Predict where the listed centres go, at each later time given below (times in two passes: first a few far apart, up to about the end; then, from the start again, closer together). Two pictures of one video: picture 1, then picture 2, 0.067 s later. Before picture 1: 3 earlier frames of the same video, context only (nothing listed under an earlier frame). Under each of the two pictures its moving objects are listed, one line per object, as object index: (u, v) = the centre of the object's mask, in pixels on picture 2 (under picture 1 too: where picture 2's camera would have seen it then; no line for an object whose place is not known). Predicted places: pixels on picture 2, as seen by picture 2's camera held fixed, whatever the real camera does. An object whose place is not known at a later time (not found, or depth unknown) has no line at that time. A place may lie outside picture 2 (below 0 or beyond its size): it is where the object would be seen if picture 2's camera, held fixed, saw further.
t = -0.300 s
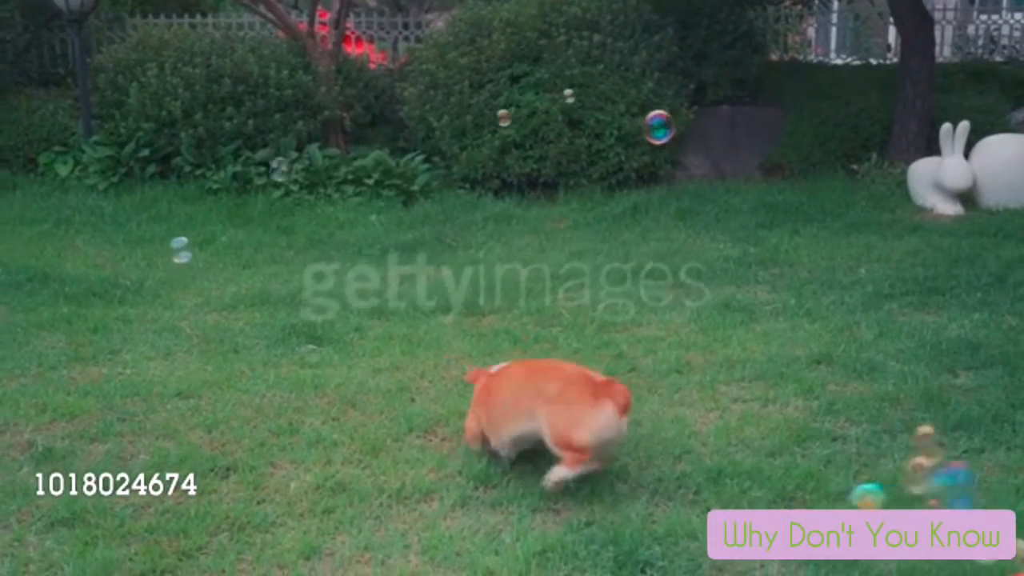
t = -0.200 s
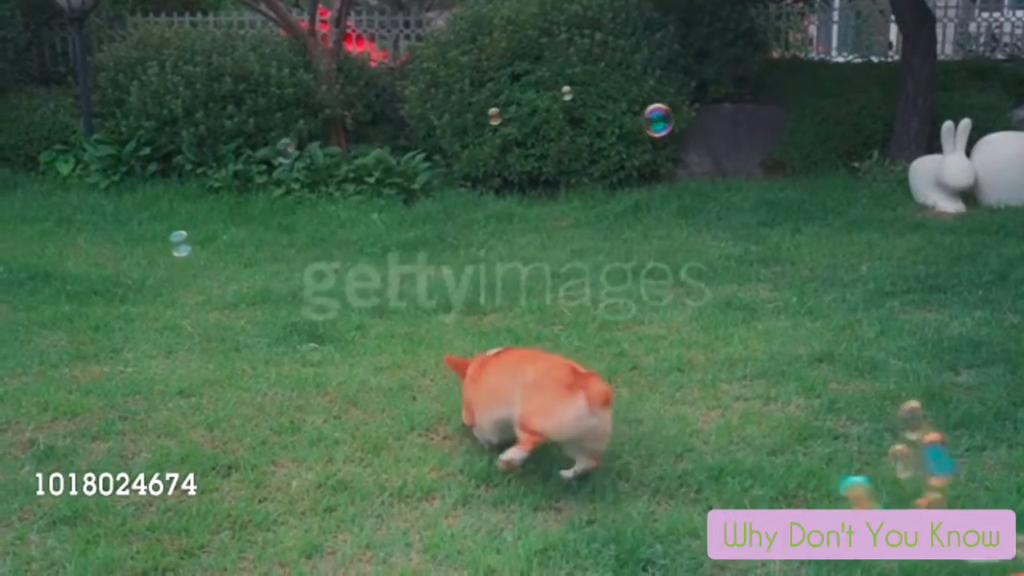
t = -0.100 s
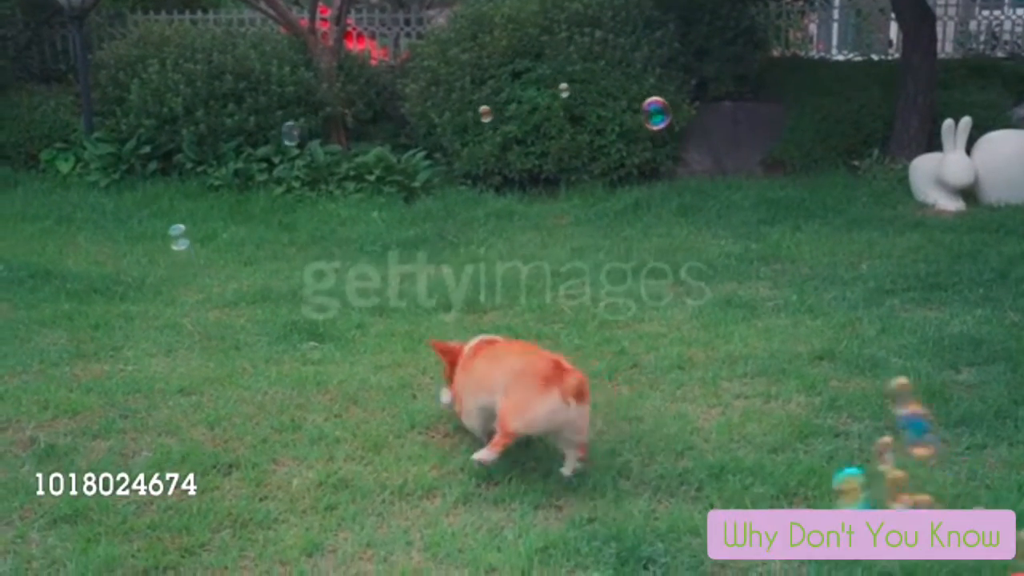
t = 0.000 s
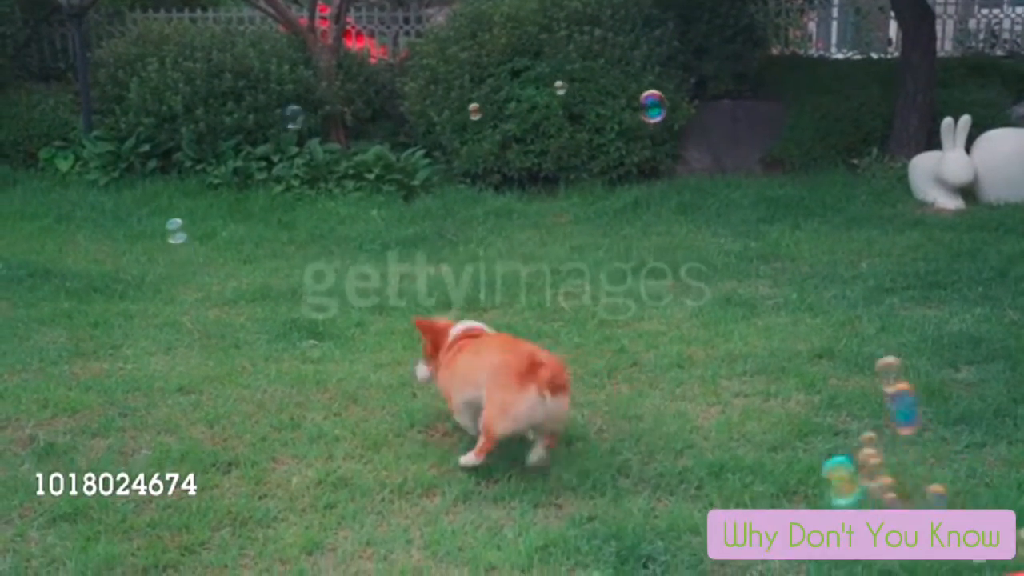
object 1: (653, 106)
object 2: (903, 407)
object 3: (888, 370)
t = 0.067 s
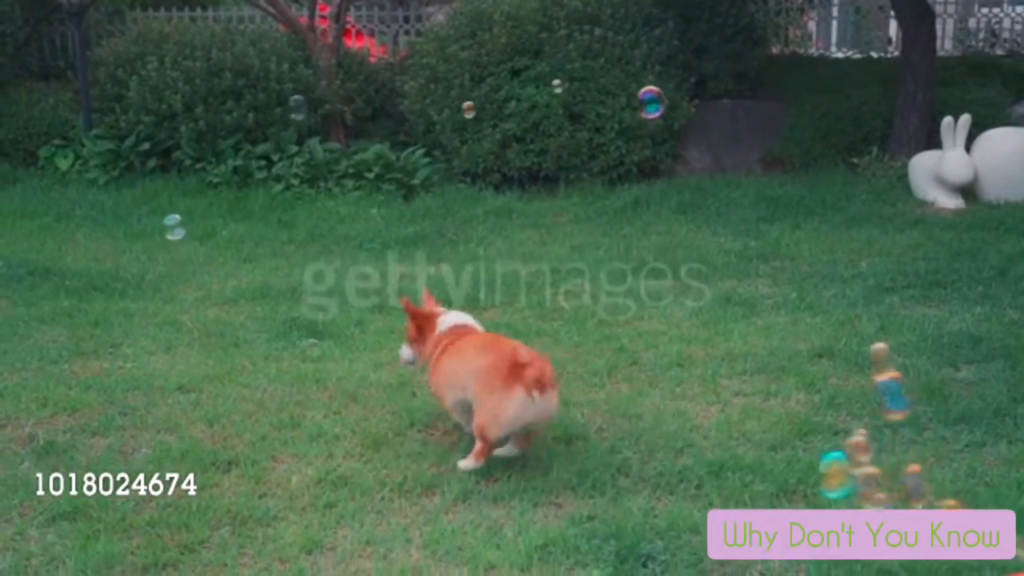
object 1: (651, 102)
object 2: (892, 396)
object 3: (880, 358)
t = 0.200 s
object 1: (648, 95)
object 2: (873, 372)
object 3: (862, 336)
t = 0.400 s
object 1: (643, 84)
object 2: (845, 342)
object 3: (835, 309)
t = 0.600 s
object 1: (637, 73)
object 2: (819, 318)
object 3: (811, 287)
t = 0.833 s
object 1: (631, 59)
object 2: (793, 291)
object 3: (787, 259)
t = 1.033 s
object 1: (626, 47)
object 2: (773, 267)
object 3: (768, 234)
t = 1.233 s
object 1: (619, 35)
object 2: (759, 244)
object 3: (751, 207)
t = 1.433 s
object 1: (611, 25)
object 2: (744, 218)
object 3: (734, 179)
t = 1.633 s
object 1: (604, 21)
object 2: (732, 193)
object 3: (719, 150)
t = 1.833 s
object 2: (722, 168)
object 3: (704, 121)
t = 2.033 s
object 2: (711, 144)
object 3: (691, 94)
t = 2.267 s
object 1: (575, -7)
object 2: (700, 118)
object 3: (677, 63)
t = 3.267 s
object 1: (531, -33)
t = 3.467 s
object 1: (521, -33)
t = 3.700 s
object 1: (508, -33)
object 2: (586, 25)
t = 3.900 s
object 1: (496, -34)
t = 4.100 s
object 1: (484, -33)
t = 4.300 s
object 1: (471, -33)
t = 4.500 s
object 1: (460, -36)
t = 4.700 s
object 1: (448, -31)
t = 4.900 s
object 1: (437, -27)
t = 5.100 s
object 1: (425, -25)
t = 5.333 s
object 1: (411, -24)
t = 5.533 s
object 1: (400, -24)
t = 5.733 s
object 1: (388, -23)
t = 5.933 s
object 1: (377, -25)
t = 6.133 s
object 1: (365, -26)
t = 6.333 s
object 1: (354, -28)
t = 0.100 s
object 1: (650, 100)
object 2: (887, 390)
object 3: (875, 352)
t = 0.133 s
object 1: (649, 98)
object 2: (882, 383)
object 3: (871, 346)
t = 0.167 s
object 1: (648, 97)
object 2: (877, 378)
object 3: (866, 341)
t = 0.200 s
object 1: (648, 95)
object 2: (873, 372)
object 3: (862, 336)
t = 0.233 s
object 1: (647, 93)
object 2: (868, 368)
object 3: (857, 331)
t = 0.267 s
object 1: (646, 91)
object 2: (863, 362)
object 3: (855, 327)
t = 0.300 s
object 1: (645, 90)
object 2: (858, 358)
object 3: (849, 322)
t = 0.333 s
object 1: (644, 88)
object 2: (855, 352)
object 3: (844, 318)
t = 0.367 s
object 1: (643, 86)
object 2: (850, 349)
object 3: (840, 310)
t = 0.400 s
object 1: (643, 84)
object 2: (845, 342)
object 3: (835, 309)
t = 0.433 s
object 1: (641, 82)
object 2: (842, 339)
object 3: (831, 306)
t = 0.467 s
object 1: (641, 80)
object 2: (836, 334)
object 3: (827, 296)
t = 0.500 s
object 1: (639, 78)
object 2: (831, 331)
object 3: (822, 294)
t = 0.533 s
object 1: (638, 77)
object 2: (828, 327)
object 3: (818, 294)
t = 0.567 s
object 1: (638, 74)
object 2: (824, 322)
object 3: (816, 291)
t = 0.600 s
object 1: (637, 73)
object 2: (819, 318)
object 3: (811, 287)
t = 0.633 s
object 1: (637, 71)
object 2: (816, 314)
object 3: (807, 284)
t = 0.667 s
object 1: (636, 69)
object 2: (810, 311)
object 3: (803, 278)
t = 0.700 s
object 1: (635, 67)
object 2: (806, 306)
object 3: (801, 274)
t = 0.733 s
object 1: (634, 65)
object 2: (804, 302)
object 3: (796, 271)
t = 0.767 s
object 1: (634, 63)
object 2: (801, 300)
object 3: (793, 268)
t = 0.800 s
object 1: (633, 61)
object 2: (796, 295)
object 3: (790, 263)
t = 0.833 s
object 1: (631, 59)
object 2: (793, 291)
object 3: (787, 259)
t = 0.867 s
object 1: (631, 57)
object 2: (789, 288)
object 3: (783, 255)
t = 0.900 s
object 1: (630, 55)
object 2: (786, 283)
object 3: (780, 251)
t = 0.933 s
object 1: (629, 53)
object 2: (784, 279)
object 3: (777, 247)
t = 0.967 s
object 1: (627, 51)
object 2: (779, 277)
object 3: (774, 245)
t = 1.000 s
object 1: (626, 49)
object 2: (776, 272)
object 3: (771, 239)
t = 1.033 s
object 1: (626, 47)
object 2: (773, 267)
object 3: (768, 234)
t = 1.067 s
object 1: (624, 45)
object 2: (771, 265)
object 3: (765, 230)
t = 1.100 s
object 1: (623, 43)
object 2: (768, 261)
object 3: (762, 225)
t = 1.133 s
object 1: (622, 41)
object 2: (765, 256)
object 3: (759, 221)
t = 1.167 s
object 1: (621, 39)
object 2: (763, 253)
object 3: (756, 217)
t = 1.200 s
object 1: (620, 37)
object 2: (761, 249)
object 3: (754, 212)
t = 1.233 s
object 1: (619, 35)
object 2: (759, 244)
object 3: (751, 207)
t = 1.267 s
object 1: (617, 33)
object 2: (755, 240)
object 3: (747, 204)
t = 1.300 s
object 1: (616, 30)
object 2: (753, 236)
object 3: (745, 198)
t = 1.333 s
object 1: (615, 28)
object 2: (751, 232)
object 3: (742, 194)
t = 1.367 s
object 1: (613, 27)
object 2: (749, 227)
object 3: (740, 189)
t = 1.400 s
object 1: (612, 26)
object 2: (747, 223)
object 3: (737, 184)
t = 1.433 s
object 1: (611, 25)
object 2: (744, 218)
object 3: (734, 179)
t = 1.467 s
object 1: (609, 25)
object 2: (742, 215)
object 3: (731, 174)
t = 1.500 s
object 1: (609, 24)
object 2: (741, 210)
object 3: (729, 169)
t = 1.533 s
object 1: (608, 23)
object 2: (739, 206)
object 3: (726, 165)
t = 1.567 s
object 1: (607, 22)
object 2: (736, 201)
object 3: (724, 160)
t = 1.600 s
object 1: (606, 21)
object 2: (734, 197)
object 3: (721, 155)
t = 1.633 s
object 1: (604, 21)
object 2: (732, 193)
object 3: (719, 150)
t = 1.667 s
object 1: (603, 20)
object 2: (730, 189)
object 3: (716, 145)
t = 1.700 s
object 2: (729, 185)
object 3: (714, 141)
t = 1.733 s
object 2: (726, 181)
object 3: (711, 136)
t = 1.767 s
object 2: (724, 176)
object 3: (709, 131)
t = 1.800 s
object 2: (723, 172)
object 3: (706, 127)
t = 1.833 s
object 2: (722, 168)
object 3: (704, 121)
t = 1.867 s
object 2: (720, 164)
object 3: (701, 117)
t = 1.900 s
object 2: (718, 160)
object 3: (700, 111)
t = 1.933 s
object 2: (716, 156)
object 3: (698, 108)
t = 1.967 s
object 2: (714, 152)
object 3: (695, 102)
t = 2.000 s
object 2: (712, 148)
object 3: (693, 98)
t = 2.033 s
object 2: (711, 144)
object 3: (691, 94)
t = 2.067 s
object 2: (709, 140)
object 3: (689, 89)
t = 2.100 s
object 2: (707, 137)
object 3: (688, 84)
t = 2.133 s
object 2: (705, 133)
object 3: (686, 81)
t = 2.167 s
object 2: (704, 129)
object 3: (684, 77)
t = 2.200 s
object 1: (577, -2)
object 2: (702, 125)
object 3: (681, 72)
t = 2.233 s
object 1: (576, -5)
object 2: (701, 122)
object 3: (679, 68)
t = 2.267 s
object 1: (575, -7)
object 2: (700, 118)
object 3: (677, 63)
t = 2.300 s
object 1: (574, -9)
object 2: (698, 115)
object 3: (675, 59)
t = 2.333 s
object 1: (572, -10)
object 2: (697, 111)
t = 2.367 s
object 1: (570, -13)
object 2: (695, 108)
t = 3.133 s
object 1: (537, -31)
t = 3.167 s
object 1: (535, -30)
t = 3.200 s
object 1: (533, -31)
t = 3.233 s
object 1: (531, -32)
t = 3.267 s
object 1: (531, -33)
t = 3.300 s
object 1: (528, -34)
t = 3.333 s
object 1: (526, -33)
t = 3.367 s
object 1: (526, -33)
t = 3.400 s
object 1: (524, -33)
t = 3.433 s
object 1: (523, -33)
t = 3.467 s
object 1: (521, -33)
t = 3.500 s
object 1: (518, -33)
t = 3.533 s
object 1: (517, -33)
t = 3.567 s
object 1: (516, -33)
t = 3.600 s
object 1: (512, -33)
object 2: (599, 30)
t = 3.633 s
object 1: (511, -33)
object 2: (595, 28)
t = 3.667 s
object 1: (509, -33)
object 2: (591, 27)
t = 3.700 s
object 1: (508, -33)
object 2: (586, 25)
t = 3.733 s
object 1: (506, -33)
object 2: (582, 23)
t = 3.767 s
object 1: (504, -33)
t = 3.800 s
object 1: (502, -33)
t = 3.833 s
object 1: (501, -34)
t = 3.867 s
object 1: (497, -34)
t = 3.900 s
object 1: (496, -34)
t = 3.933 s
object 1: (495, -34)
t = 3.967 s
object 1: (492, -34)
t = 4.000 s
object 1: (491, -34)
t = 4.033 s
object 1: (489, -34)
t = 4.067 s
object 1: (486, -34)
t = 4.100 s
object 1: (484, -33)
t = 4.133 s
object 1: (482, -33)
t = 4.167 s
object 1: (479, -33)
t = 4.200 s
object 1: (477, -33)
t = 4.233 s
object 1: (475, -33)
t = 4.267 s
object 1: (473, -33)
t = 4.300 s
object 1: (471, -33)
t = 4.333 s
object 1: (471, -32)
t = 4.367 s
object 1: (468, -34)
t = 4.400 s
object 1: (467, -34)
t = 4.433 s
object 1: (466, -33)
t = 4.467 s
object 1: (463, -32)
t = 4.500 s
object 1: (460, -36)
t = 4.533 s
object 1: (458, -34)
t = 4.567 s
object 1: (455, -36)
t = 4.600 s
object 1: (454, -32)
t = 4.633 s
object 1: (452, -32)
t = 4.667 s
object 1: (450, -31)
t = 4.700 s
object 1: (448, -31)
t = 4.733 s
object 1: (446, -31)
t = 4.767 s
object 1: (444, -29)
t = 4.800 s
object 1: (444, -27)
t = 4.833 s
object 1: (442, -27)
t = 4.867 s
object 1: (440, -27)
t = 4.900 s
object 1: (437, -27)
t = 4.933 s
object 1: (436, -26)
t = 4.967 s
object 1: (433, -26)
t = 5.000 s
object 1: (431, -26)
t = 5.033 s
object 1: (429, -25)
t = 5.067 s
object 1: (427, -25)
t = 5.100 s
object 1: (425, -25)
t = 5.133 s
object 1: (422, -25)
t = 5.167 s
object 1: (420, -24)
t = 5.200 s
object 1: (418, -24)
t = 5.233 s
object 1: (417, -24)
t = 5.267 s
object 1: (415, -24)
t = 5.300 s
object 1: (413, -24)
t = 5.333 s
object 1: (411, -24)
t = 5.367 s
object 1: (409, -24)
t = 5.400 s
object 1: (407, -23)
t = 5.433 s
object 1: (406, -23)
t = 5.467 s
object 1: (403, -24)
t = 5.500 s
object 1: (401, -24)
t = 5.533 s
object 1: (400, -24)
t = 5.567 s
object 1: (397, -24)
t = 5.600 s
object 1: (395, -23)
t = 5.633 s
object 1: (394, -24)
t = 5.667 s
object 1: (392, -24)
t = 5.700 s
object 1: (390, -24)
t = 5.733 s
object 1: (388, -23)
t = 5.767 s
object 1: (386, -24)
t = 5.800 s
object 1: (384, -24)
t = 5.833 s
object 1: (382, -24)
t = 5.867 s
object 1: (381, -24)
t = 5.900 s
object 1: (378, -25)
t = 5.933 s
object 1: (377, -25)
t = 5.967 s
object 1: (375, -25)
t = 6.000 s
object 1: (373, -25)
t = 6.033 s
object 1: (371, -25)
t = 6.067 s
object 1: (369, -25)
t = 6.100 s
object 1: (368, -26)
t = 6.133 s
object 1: (365, -26)
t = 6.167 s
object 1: (364, -27)
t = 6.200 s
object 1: (362, -27)
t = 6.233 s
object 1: (360, -27)
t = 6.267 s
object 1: (358, -27)
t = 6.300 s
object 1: (356, -27)
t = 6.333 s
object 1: (354, -28)
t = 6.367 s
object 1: (353, -28)
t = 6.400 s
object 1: (351, -28)
